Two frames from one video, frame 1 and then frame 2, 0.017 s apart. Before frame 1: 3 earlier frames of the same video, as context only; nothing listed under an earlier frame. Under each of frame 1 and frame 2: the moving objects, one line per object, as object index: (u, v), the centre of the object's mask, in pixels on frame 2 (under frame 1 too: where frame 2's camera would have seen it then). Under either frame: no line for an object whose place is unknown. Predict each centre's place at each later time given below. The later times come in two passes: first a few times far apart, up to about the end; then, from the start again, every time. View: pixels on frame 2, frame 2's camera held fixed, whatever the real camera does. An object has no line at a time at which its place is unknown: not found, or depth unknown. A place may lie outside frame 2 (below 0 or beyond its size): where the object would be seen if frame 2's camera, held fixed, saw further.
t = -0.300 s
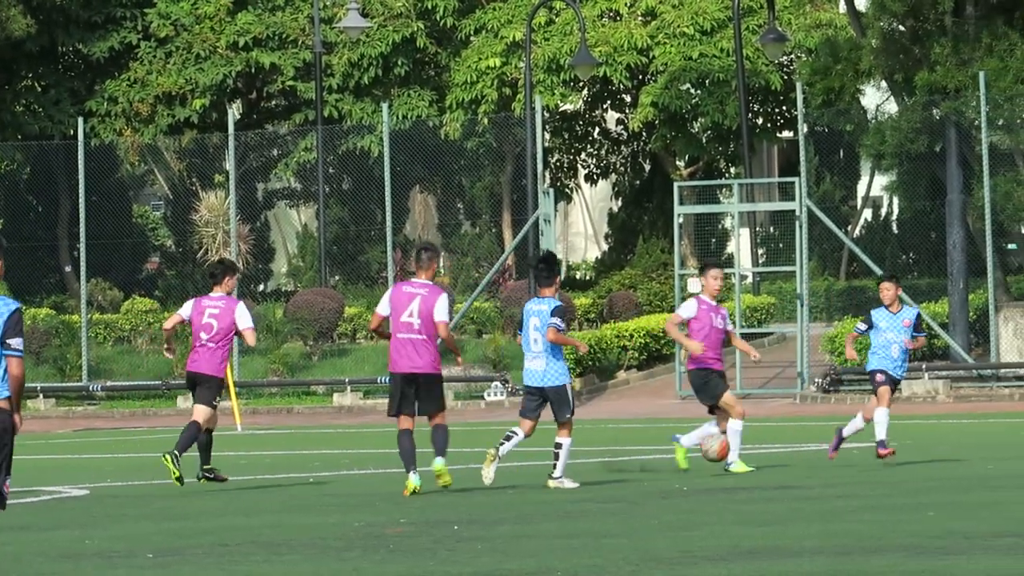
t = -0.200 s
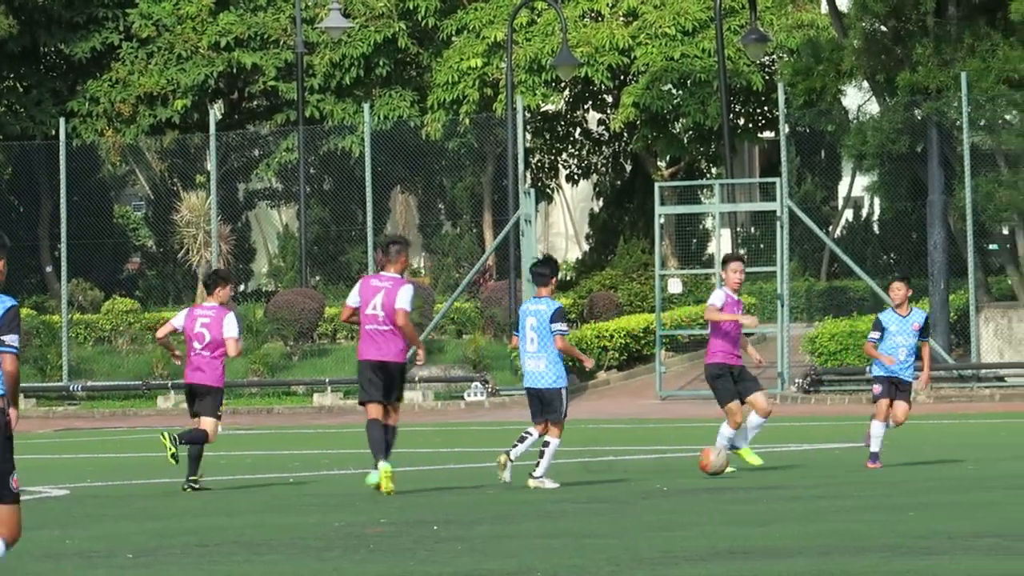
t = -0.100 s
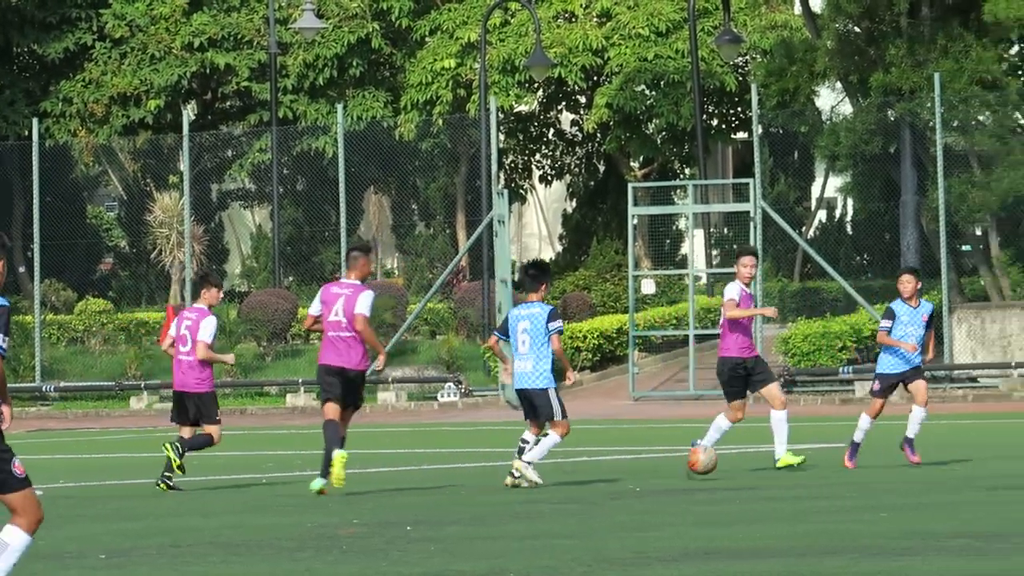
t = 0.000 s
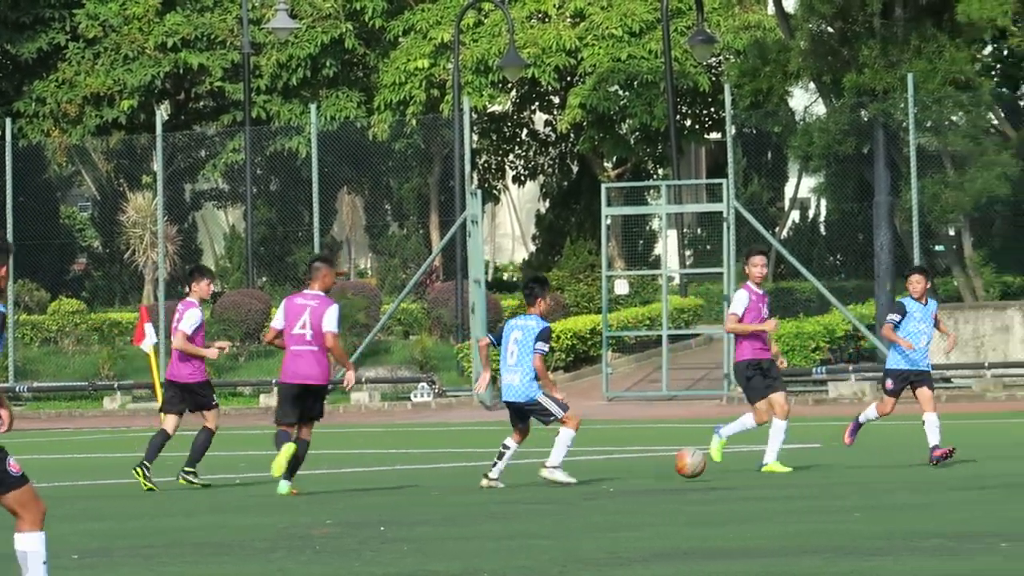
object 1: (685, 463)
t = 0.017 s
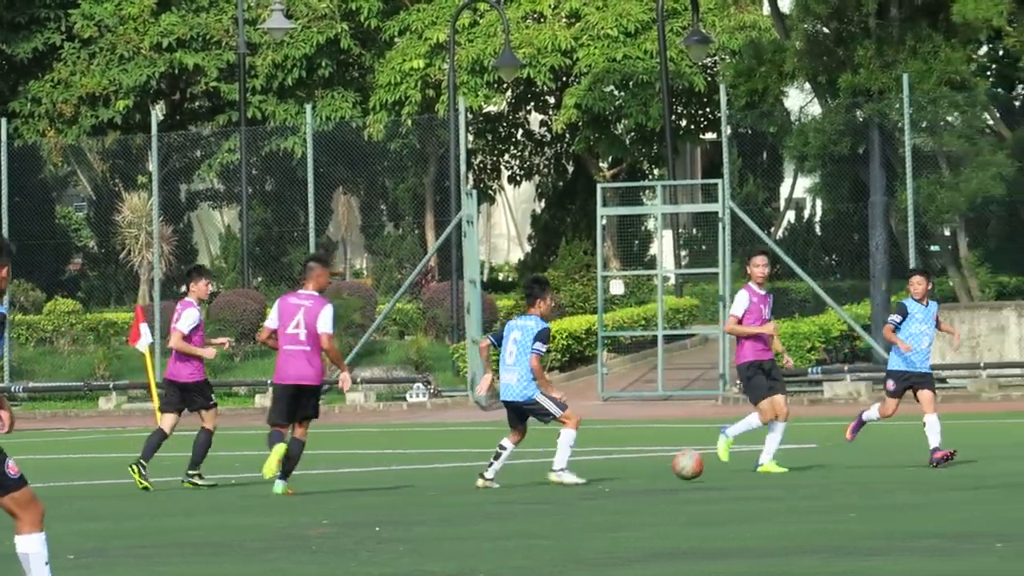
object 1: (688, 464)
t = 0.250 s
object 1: (720, 451)
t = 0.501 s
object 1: (751, 463)
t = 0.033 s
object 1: (690, 466)
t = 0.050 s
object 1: (692, 467)
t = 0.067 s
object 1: (694, 465)
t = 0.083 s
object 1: (697, 462)
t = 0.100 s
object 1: (699, 459)
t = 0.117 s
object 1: (702, 456)
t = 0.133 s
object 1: (705, 454)
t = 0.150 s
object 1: (707, 452)
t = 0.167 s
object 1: (709, 452)
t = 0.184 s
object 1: (711, 451)
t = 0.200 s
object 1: (713, 451)
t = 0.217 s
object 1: (715, 450)
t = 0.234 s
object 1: (718, 450)
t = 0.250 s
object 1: (720, 451)
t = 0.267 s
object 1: (722, 453)
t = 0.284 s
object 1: (724, 455)
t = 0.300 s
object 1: (727, 457)
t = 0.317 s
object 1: (730, 459)
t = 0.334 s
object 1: (732, 462)
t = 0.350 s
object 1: (734, 465)
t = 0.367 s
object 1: (736, 470)
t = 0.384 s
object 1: (737, 470)
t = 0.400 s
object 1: (739, 467)
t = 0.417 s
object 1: (742, 465)
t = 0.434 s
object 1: (744, 464)
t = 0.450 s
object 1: (747, 463)
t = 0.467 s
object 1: (748, 463)
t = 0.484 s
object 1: (750, 463)
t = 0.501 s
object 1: (751, 463)
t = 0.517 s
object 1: (754, 464)
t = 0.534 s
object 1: (756, 464)
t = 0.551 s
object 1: (758, 466)
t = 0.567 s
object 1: (760, 467)
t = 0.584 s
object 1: (762, 470)
